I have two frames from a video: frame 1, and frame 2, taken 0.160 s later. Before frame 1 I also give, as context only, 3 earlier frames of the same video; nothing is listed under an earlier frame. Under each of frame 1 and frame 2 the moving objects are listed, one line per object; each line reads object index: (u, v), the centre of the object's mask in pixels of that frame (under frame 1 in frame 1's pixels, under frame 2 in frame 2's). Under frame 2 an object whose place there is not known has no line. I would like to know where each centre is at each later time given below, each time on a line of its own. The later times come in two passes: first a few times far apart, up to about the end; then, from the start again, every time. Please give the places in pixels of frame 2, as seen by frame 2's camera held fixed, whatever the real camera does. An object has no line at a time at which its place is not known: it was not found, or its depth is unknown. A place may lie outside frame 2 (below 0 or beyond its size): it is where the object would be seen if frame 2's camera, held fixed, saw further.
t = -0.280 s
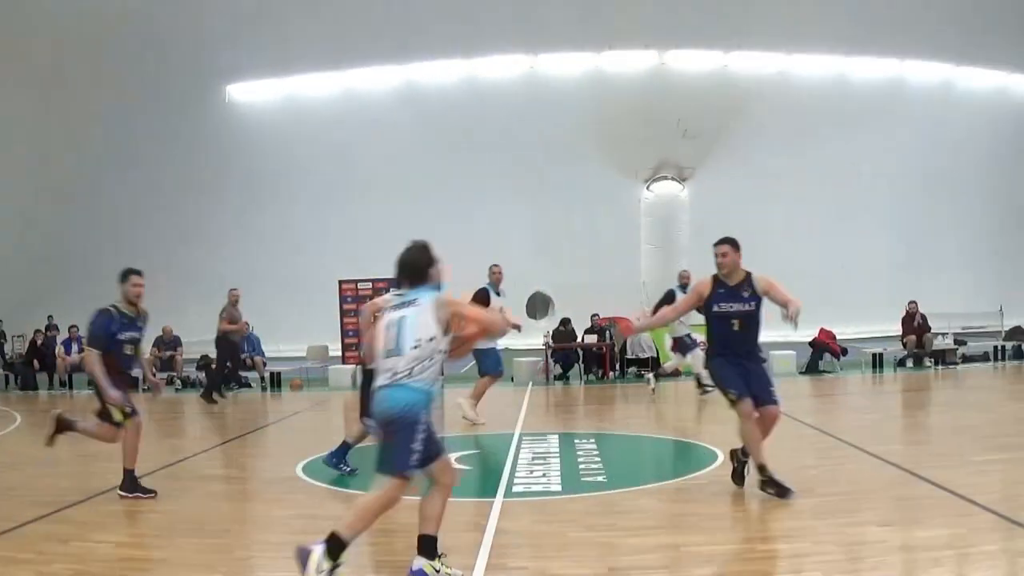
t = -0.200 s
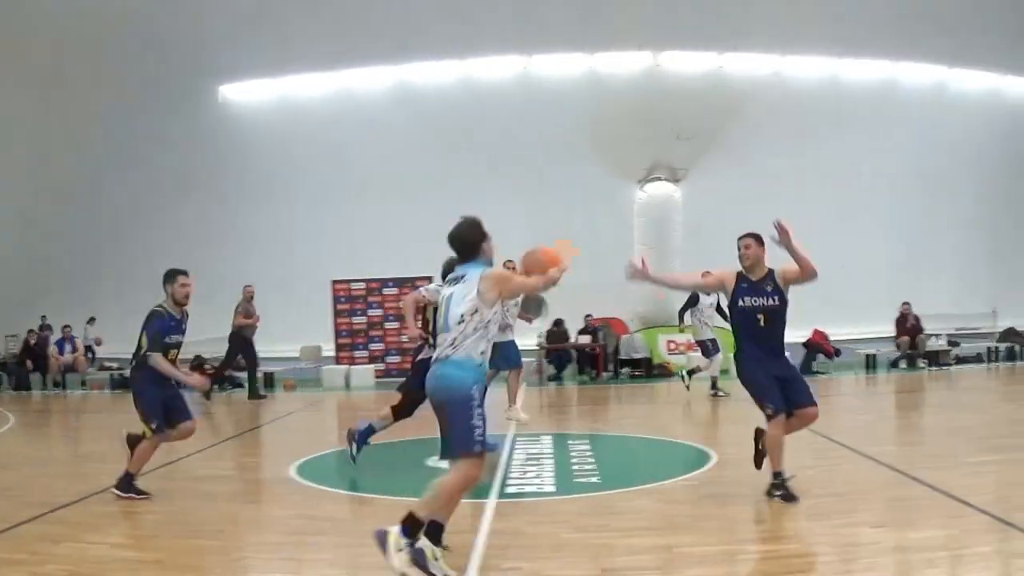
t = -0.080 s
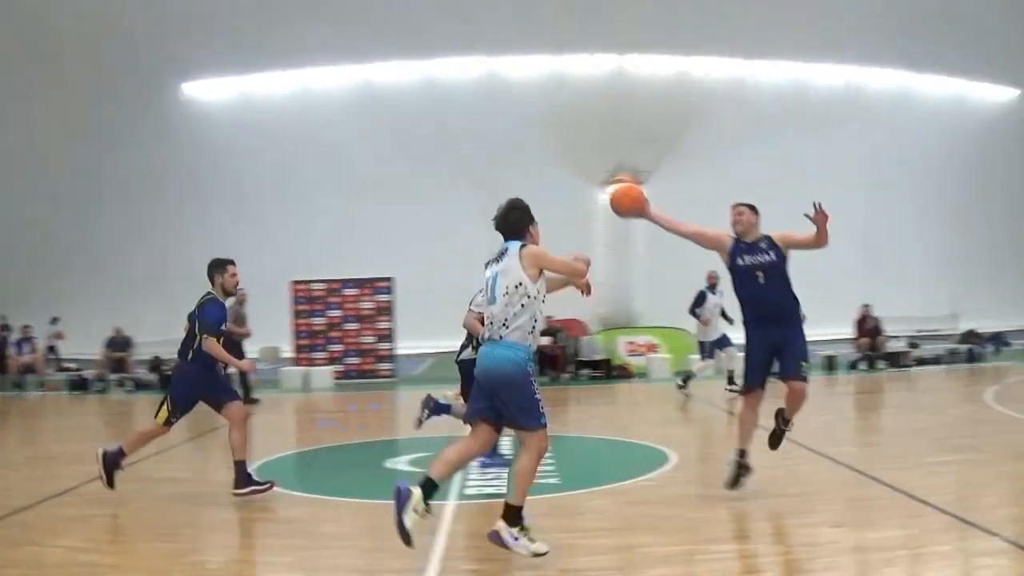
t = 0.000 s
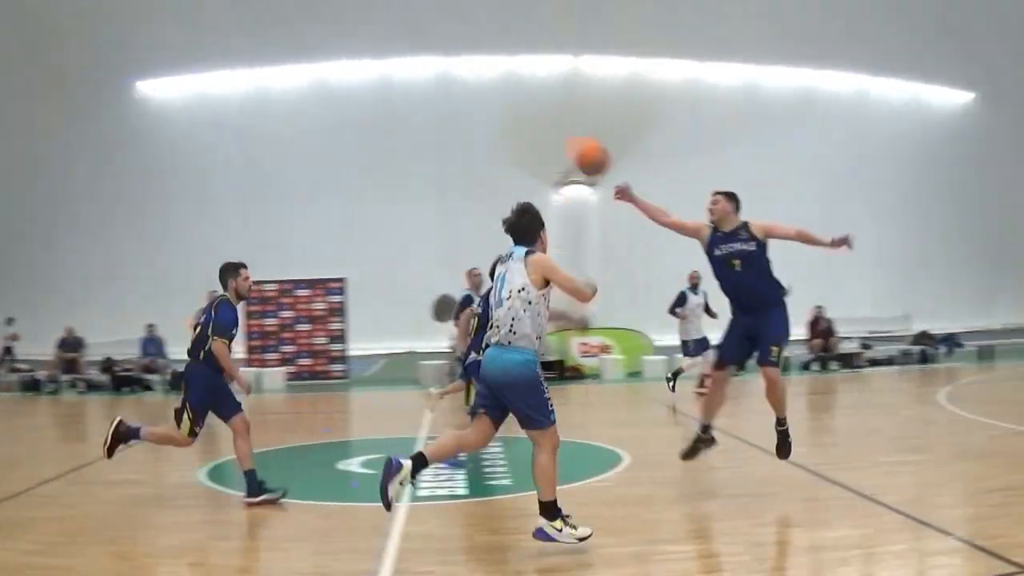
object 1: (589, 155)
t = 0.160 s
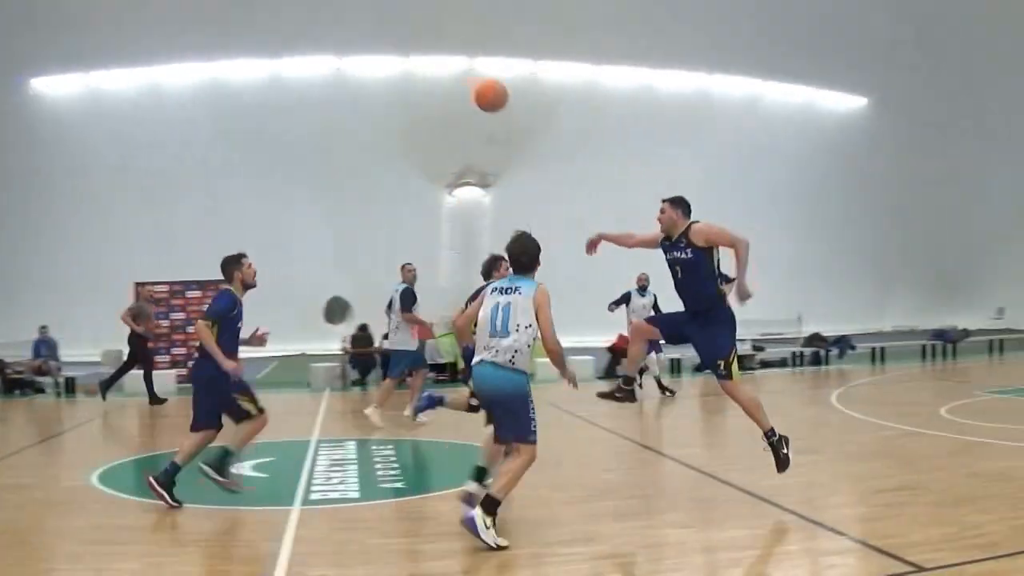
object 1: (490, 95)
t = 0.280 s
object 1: (494, 73)
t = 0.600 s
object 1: (505, 101)
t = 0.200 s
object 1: (492, 86)
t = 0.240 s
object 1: (493, 79)
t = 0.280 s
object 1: (494, 73)
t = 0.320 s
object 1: (496, 69)
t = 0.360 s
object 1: (497, 68)
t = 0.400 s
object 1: (498, 69)
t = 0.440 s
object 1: (499, 71)
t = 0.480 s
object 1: (501, 76)
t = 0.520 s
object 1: (502, 83)
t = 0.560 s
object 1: (503, 91)
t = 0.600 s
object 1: (505, 101)
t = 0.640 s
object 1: (506, 114)
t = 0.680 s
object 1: (507, 127)
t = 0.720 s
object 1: (508, 143)
